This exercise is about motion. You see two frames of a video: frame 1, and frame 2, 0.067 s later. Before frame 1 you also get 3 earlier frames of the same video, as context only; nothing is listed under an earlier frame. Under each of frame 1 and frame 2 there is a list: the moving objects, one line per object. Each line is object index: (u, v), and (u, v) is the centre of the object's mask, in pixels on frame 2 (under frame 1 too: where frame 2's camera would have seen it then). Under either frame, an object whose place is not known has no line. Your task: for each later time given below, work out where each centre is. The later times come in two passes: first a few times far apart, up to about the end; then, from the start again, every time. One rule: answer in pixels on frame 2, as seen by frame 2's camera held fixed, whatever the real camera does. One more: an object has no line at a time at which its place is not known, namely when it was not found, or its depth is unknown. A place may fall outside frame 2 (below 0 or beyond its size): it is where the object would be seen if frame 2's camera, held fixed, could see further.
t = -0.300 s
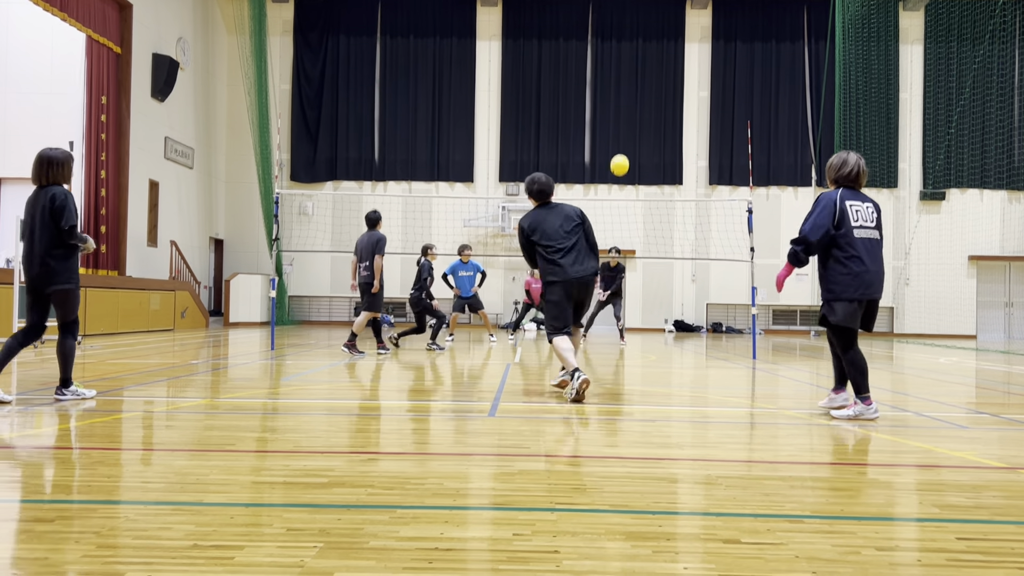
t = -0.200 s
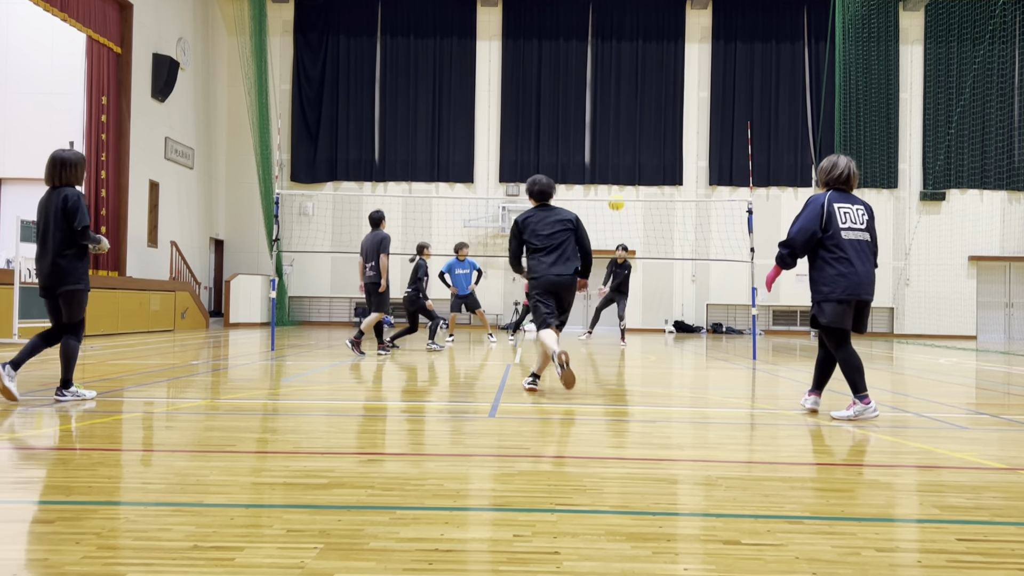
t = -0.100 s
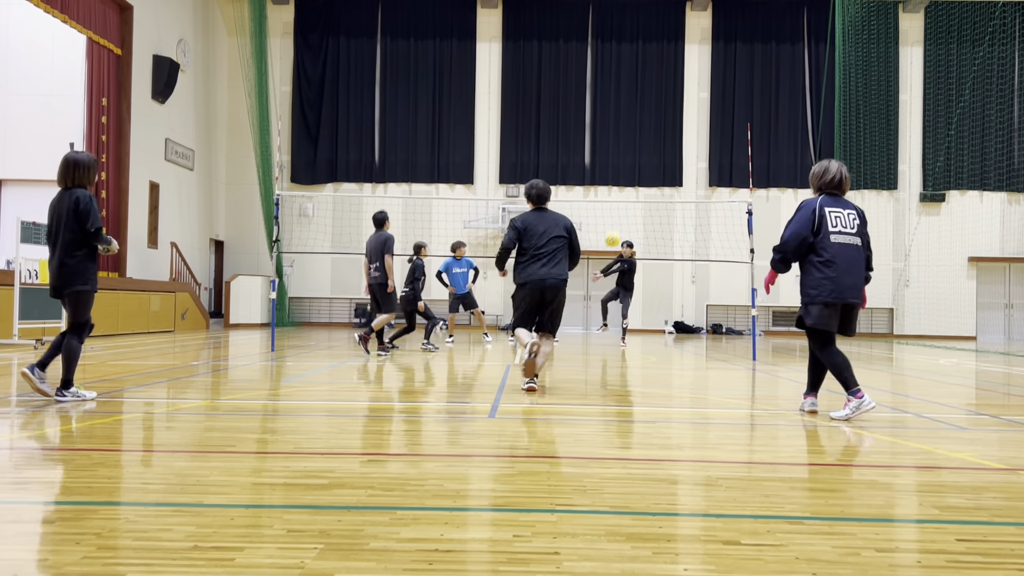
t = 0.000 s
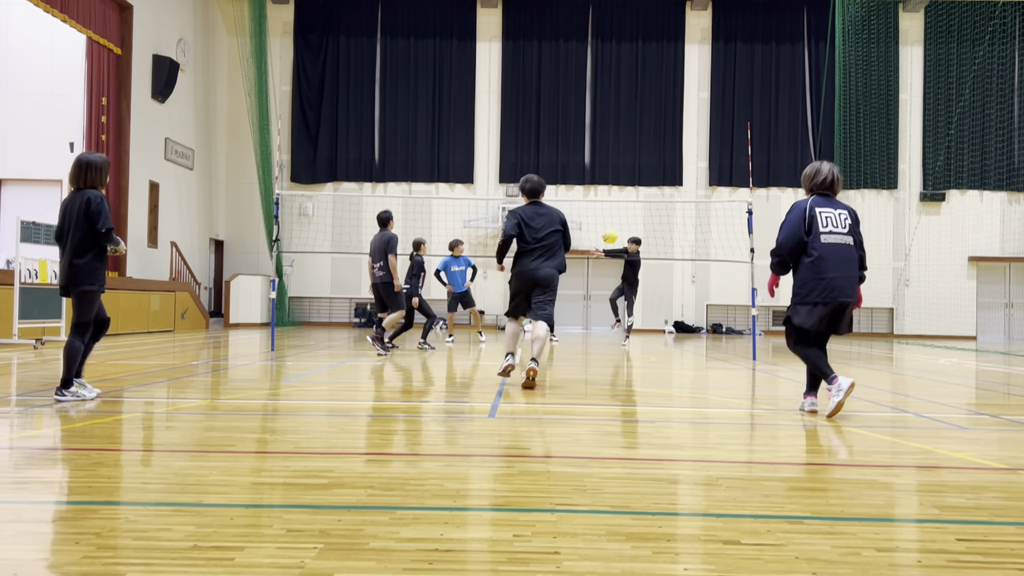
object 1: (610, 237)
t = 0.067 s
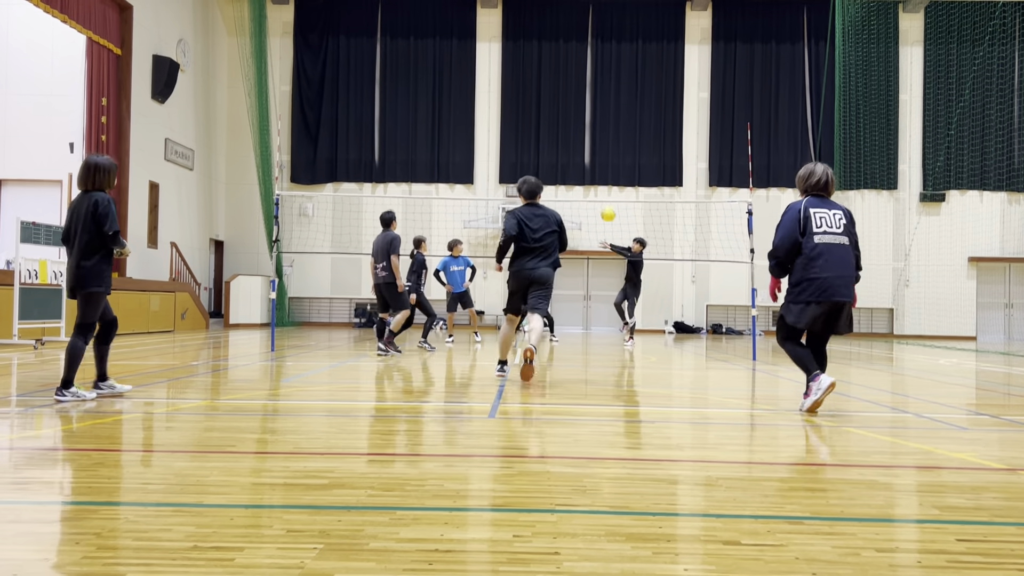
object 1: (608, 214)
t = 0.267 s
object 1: (604, 160)
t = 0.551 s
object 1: (599, 123)
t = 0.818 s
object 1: (593, 133)
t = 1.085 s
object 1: (586, 189)
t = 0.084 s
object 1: (607, 210)
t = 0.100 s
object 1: (607, 204)
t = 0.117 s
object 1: (607, 198)
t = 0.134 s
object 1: (606, 193)
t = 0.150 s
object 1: (606, 188)
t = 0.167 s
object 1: (606, 184)
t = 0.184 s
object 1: (606, 180)
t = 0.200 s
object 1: (605, 176)
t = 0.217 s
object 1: (605, 172)
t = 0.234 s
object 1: (605, 168)
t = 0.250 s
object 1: (604, 164)
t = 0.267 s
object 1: (604, 160)
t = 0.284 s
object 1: (604, 157)
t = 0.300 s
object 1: (604, 154)
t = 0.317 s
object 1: (603, 151)
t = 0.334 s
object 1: (603, 147)
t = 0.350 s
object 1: (603, 145)
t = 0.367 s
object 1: (602, 142)
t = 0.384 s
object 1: (602, 140)
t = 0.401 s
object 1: (602, 137)
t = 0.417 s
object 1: (601, 135)
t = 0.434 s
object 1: (601, 133)
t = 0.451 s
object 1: (601, 131)
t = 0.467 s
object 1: (601, 130)
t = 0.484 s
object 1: (600, 128)
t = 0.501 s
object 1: (600, 127)
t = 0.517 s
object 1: (600, 125)
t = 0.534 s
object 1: (599, 124)
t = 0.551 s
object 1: (599, 123)
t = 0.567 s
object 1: (599, 123)
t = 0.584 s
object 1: (598, 122)
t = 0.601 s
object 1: (598, 122)
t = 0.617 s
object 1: (598, 122)
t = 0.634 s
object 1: (597, 122)
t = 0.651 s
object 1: (597, 122)
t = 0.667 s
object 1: (597, 122)
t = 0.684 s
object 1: (596, 123)
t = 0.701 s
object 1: (596, 123)
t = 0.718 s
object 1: (596, 124)
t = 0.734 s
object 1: (595, 125)
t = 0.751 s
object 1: (595, 126)
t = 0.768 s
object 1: (594, 128)
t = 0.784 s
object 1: (594, 129)
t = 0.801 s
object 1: (594, 131)
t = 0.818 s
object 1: (593, 133)
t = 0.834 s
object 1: (593, 135)
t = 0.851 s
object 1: (592, 138)
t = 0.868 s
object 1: (592, 140)
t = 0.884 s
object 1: (591, 143)
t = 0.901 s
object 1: (591, 146)
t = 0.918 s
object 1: (591, 148)
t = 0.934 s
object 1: (590, 152)
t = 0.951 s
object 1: (590, 155)
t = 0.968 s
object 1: (589, 159)
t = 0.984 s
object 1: (589, 163)
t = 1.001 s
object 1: (588, 167)
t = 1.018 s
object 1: (588, 171)
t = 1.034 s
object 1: (587, 175)
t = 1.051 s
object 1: (587, 179)
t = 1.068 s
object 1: (586, 184)
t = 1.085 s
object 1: (586, 189)
